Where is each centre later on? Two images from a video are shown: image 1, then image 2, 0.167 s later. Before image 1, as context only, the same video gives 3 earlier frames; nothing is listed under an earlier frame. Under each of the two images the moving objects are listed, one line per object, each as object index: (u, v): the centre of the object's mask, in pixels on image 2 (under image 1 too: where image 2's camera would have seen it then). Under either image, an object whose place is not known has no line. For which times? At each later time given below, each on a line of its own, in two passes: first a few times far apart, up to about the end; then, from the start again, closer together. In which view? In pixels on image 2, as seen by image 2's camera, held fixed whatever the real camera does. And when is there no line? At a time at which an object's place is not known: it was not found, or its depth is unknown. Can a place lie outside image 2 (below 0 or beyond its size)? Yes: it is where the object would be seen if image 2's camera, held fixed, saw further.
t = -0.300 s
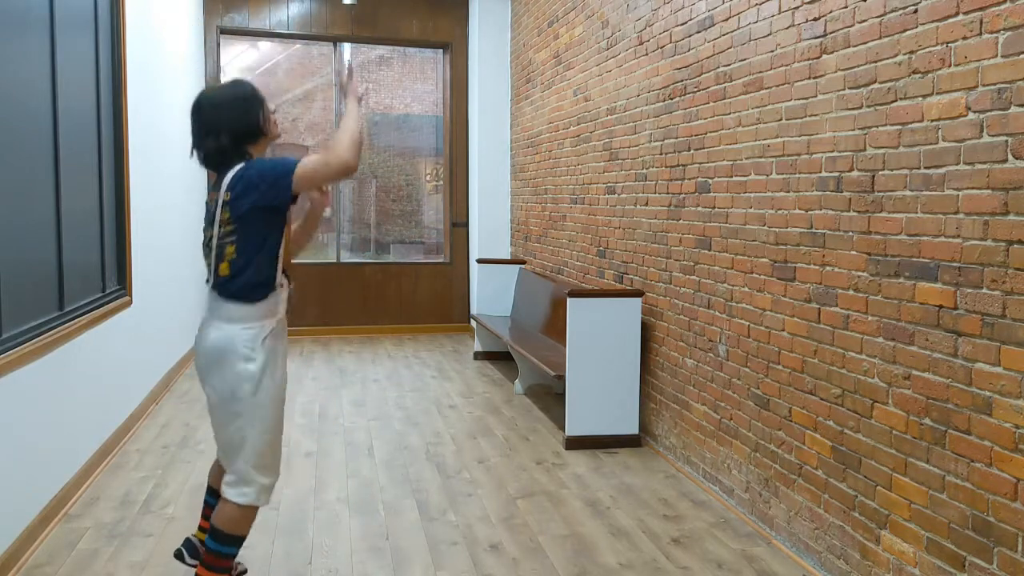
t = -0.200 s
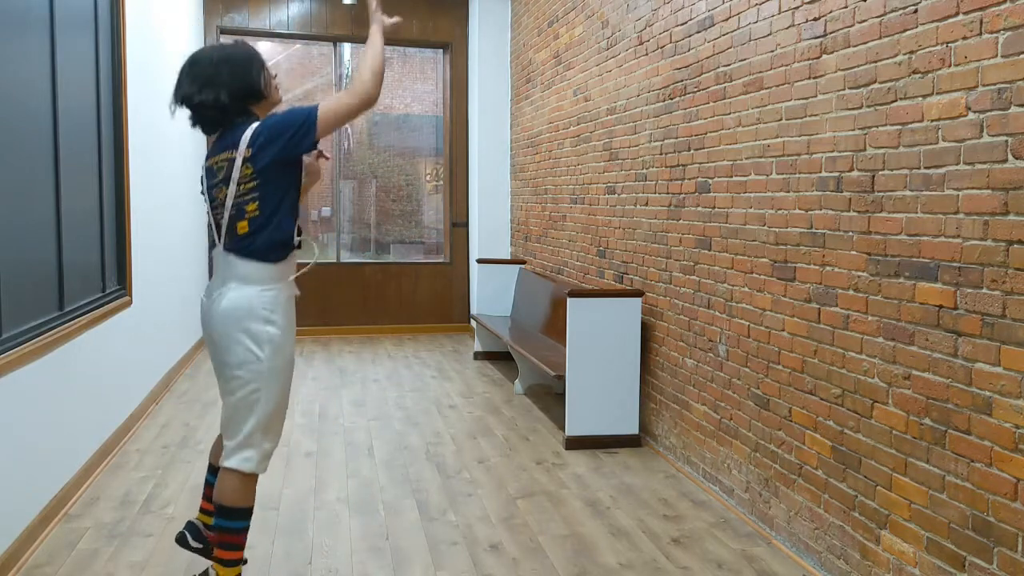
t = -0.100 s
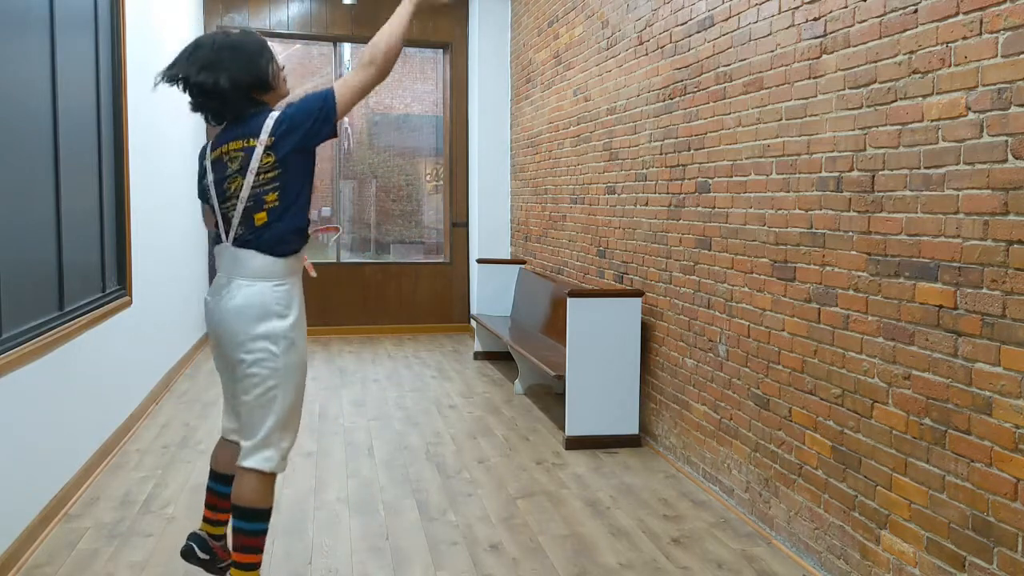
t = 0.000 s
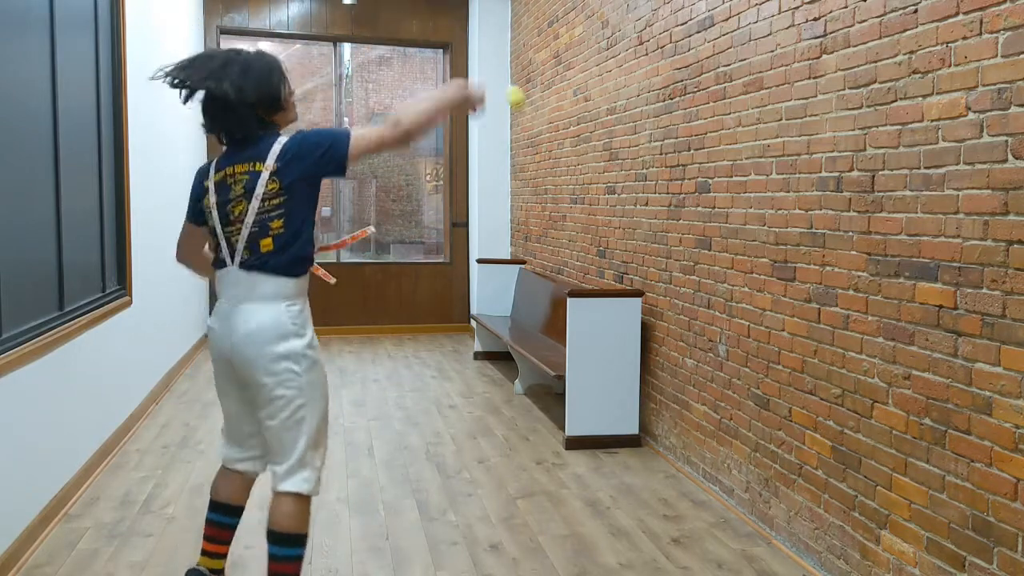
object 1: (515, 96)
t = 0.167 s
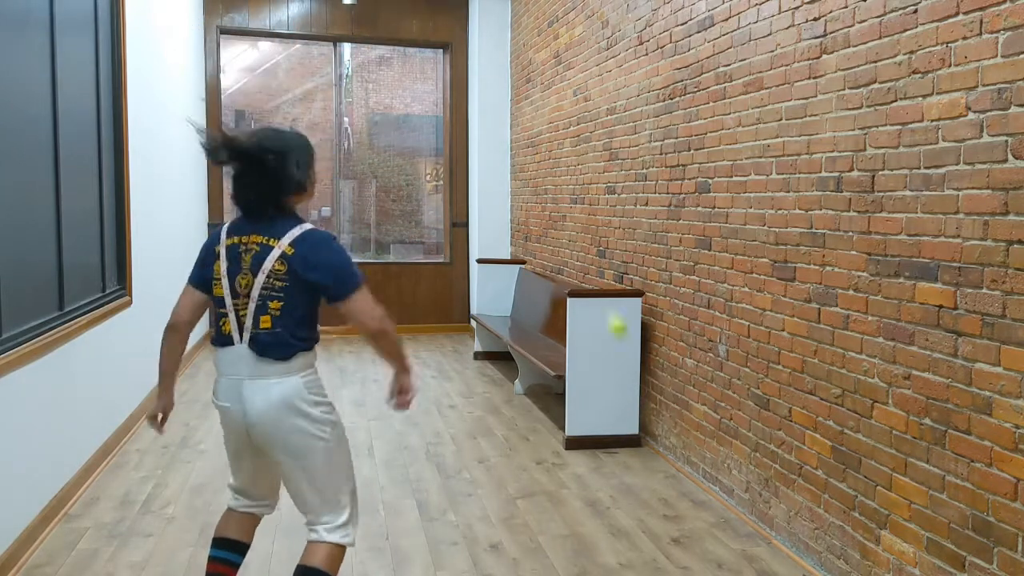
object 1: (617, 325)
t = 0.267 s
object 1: (670, 481)
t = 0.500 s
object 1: (736, 375)
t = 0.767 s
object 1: (794, 242)
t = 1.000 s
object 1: (784, 250)
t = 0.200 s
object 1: (637, 377)
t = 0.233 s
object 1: (653, 427)
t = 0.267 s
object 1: (670, 481)
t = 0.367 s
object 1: (707, 503)
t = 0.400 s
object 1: (714, 469)
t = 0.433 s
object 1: (721, 436)
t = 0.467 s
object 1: (729, 403)
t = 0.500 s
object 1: (736, 375)
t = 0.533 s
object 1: (743, 350)
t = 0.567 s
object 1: (750, 327)
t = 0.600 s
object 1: (758, 306)
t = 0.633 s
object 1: (764, 289)
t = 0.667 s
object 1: (771, 273)
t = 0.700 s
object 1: (779, 260)
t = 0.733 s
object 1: (786, 250)
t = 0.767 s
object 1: (794, 242)
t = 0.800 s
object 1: (800, 238)
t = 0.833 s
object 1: (808, 236)
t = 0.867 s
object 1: (804, 234)
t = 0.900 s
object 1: (799, 234)
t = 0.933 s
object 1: (795, 236)
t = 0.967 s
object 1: (790, 241)
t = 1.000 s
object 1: (784, 250)
